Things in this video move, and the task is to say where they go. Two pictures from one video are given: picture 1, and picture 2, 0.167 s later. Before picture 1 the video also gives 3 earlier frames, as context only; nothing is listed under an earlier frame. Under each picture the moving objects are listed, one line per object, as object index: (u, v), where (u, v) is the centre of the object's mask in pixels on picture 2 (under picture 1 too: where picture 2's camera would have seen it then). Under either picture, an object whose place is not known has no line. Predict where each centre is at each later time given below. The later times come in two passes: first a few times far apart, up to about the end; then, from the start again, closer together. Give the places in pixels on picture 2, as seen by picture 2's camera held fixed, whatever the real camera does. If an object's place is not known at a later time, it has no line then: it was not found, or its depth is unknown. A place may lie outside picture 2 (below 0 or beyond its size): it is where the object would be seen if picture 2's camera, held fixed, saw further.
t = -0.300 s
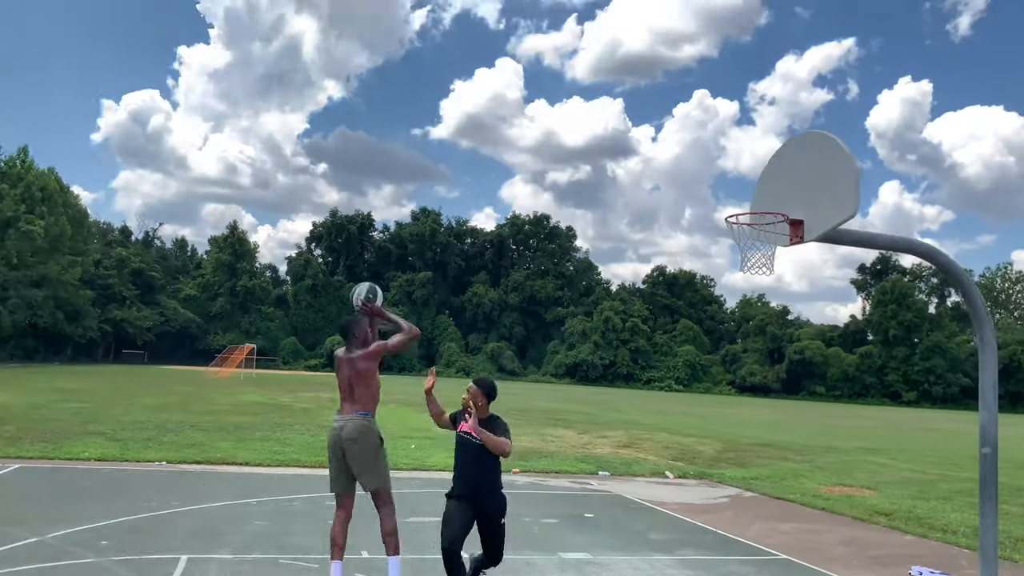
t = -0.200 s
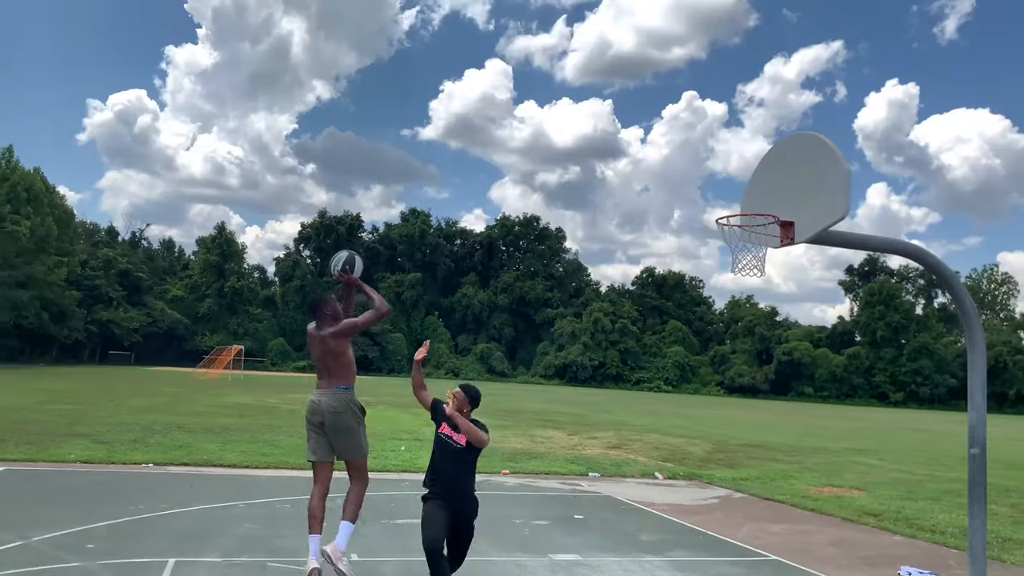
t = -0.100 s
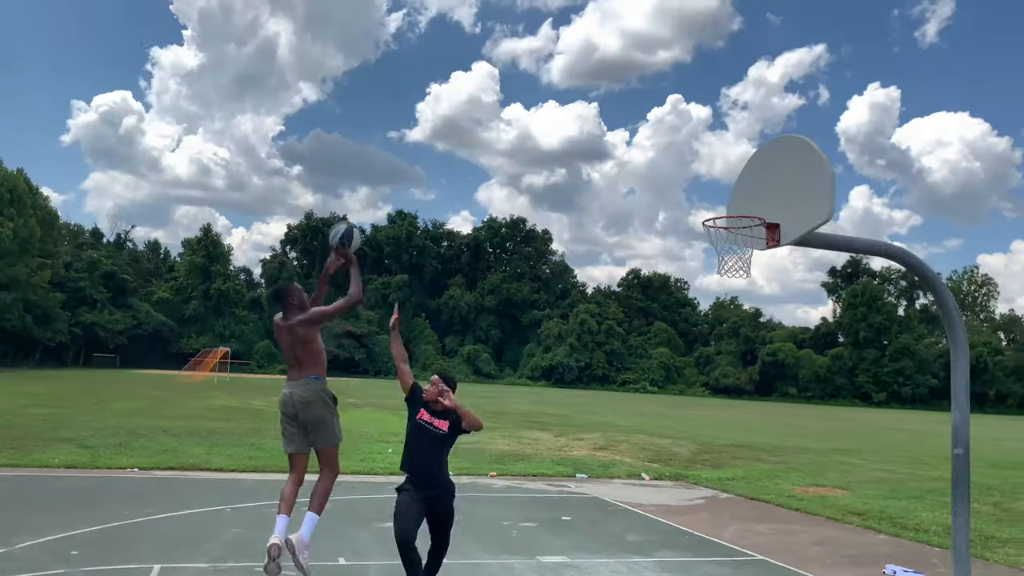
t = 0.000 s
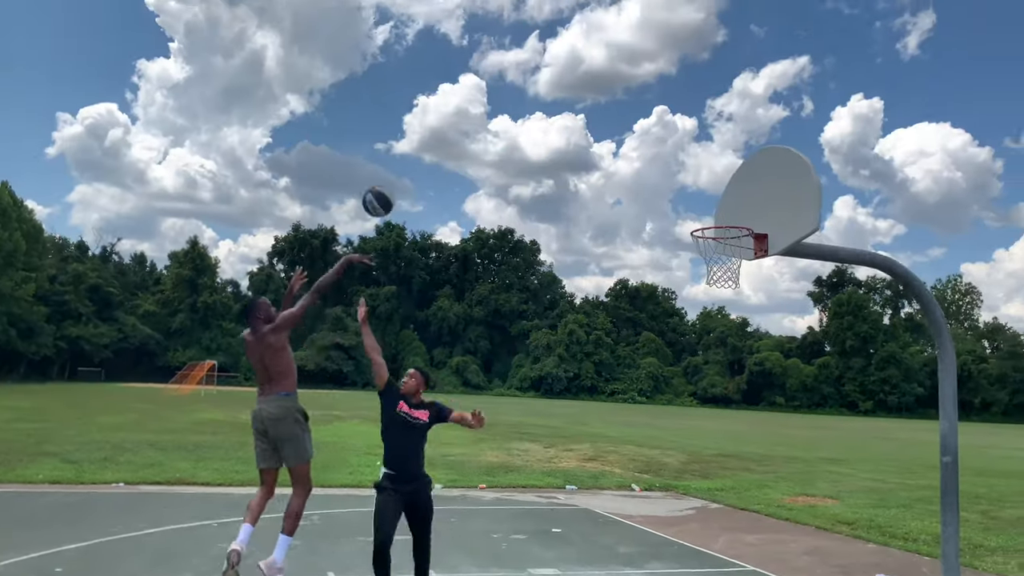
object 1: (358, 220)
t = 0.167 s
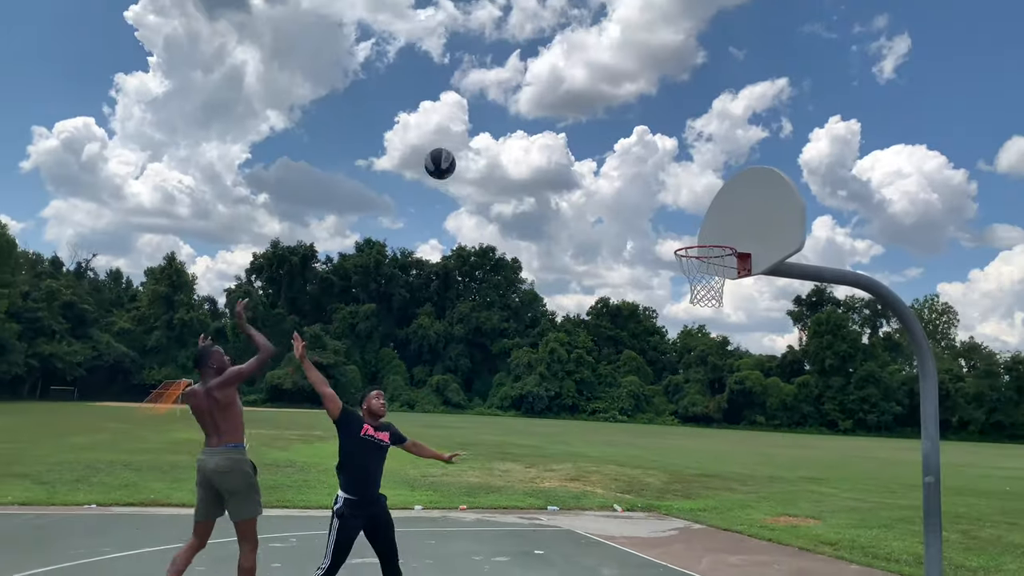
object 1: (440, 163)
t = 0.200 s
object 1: (455, 157)
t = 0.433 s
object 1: (551, 151)
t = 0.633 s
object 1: (628, 195)
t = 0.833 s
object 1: (642, 228)
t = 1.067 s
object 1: (549, 224)
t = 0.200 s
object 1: (455, 157)
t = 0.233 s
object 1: (470, 152)
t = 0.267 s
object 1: (484, 149)
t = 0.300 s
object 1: (498, 147)
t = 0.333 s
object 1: (512, 146)
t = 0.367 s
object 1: (525, 146)
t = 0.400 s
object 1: (539, 148)
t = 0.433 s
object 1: (551, 151)
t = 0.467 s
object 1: (564, 156)
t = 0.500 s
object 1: (579, 162)
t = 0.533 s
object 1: (592, 169)
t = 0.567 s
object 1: (604, 175)
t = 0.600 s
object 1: (617, 184)
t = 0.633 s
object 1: (628, 195)
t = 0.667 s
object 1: (641, 206)
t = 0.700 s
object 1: (653, 219)
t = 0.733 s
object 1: (666, 234)
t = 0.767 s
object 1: (666, 240)
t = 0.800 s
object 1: (654, 234)
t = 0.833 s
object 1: (642, 228)
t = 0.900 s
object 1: (617, 220)
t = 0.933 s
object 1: (604, 218)
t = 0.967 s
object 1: (592, 217)
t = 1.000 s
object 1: (579, 218)
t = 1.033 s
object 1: (564, 220)
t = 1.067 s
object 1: (549, 224)
